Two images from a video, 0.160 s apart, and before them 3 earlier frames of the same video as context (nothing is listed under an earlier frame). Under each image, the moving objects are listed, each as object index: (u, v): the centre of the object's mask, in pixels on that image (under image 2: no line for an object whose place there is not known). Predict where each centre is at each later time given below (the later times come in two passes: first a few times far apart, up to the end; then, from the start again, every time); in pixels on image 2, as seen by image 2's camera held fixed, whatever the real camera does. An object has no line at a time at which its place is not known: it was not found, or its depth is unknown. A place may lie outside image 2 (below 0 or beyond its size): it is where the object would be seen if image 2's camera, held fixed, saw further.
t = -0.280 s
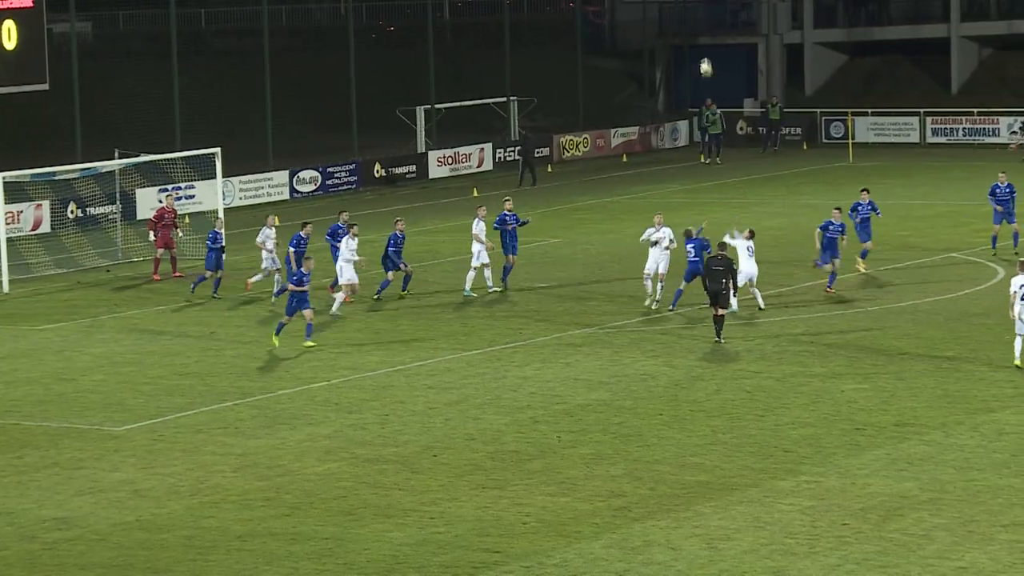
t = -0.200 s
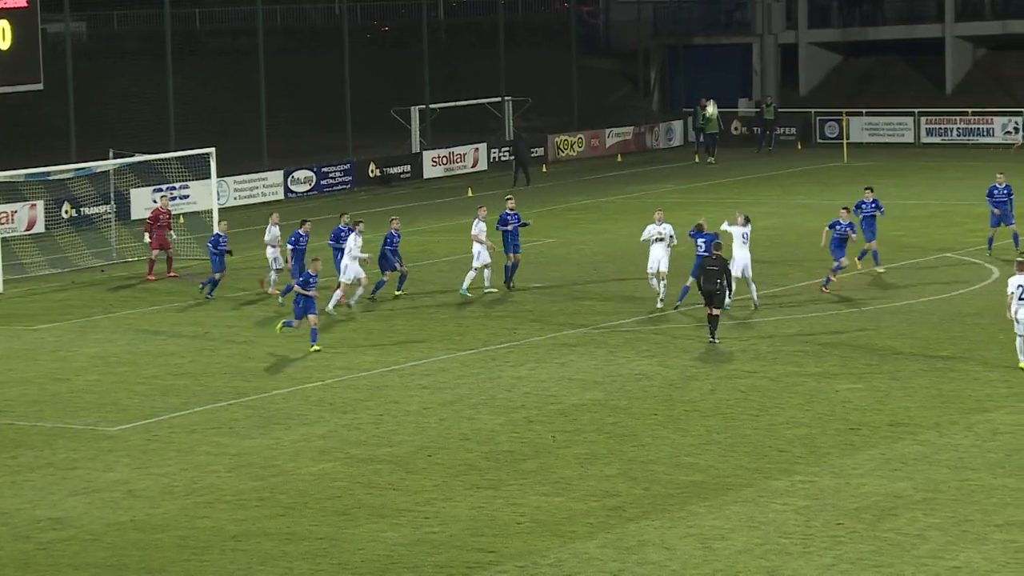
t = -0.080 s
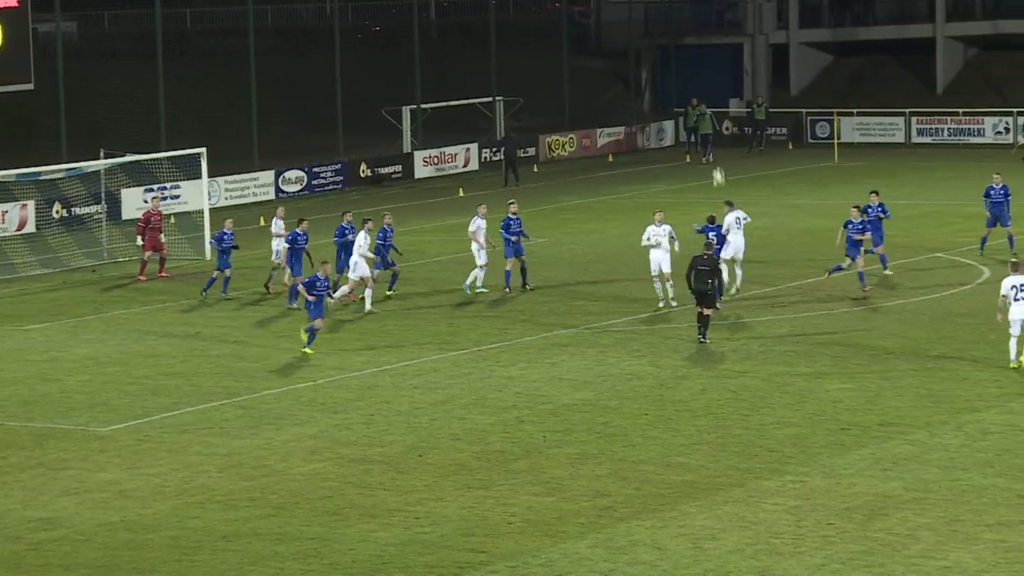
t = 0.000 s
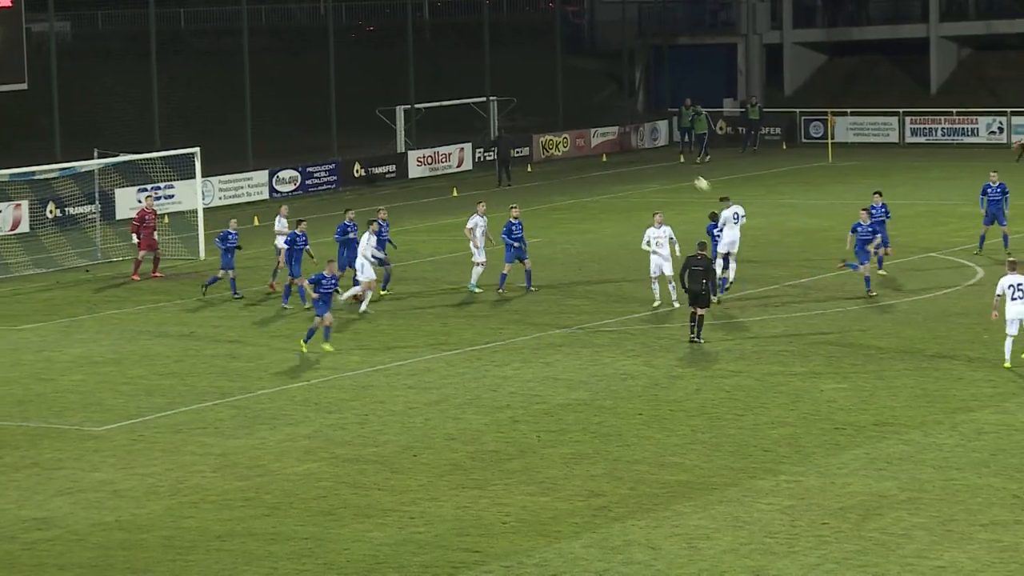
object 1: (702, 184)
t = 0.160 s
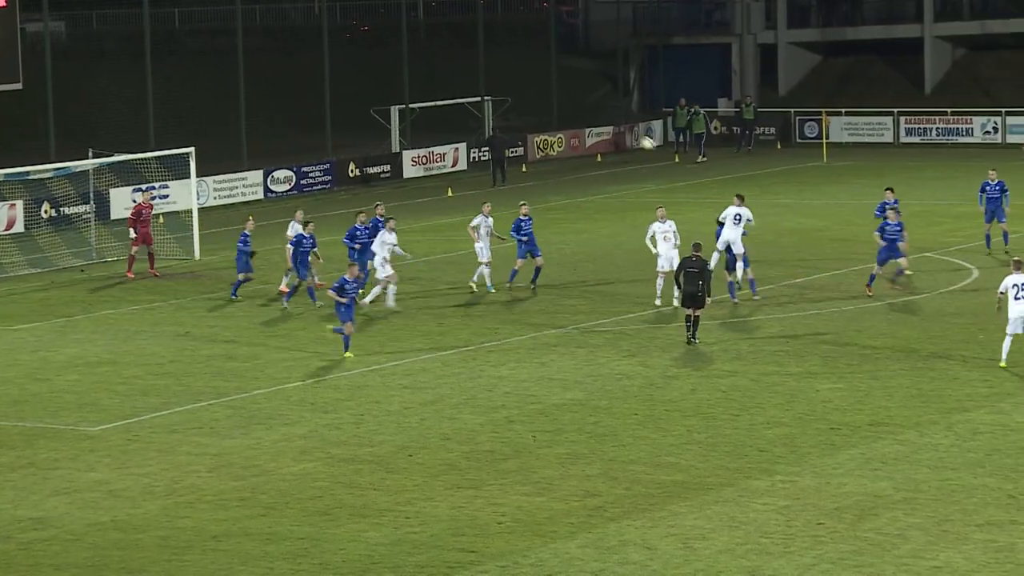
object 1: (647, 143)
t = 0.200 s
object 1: (634, 135)
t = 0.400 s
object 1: (576, 106)
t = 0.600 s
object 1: (518, 99)
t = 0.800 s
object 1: (463, 112)
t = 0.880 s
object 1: (442, 124)
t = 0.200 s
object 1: (634, 135)
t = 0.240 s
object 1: (623, 128)
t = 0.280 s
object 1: (611, 121)
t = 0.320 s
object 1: (600, 116)
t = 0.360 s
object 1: (587, 111)
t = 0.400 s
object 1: (576, 106)
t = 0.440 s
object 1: (564, 103)
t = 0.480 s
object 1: (553, 101)
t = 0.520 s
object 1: (541, 100)
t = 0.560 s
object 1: (529, 99)
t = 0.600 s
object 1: (518, 99)
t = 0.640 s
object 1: (507, 100)
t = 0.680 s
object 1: (496, 102)
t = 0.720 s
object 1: (485, 105)
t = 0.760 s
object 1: (474, 108)
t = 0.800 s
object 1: (463, 112)
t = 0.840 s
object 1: (453, 117)
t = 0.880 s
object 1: (442, 124)
